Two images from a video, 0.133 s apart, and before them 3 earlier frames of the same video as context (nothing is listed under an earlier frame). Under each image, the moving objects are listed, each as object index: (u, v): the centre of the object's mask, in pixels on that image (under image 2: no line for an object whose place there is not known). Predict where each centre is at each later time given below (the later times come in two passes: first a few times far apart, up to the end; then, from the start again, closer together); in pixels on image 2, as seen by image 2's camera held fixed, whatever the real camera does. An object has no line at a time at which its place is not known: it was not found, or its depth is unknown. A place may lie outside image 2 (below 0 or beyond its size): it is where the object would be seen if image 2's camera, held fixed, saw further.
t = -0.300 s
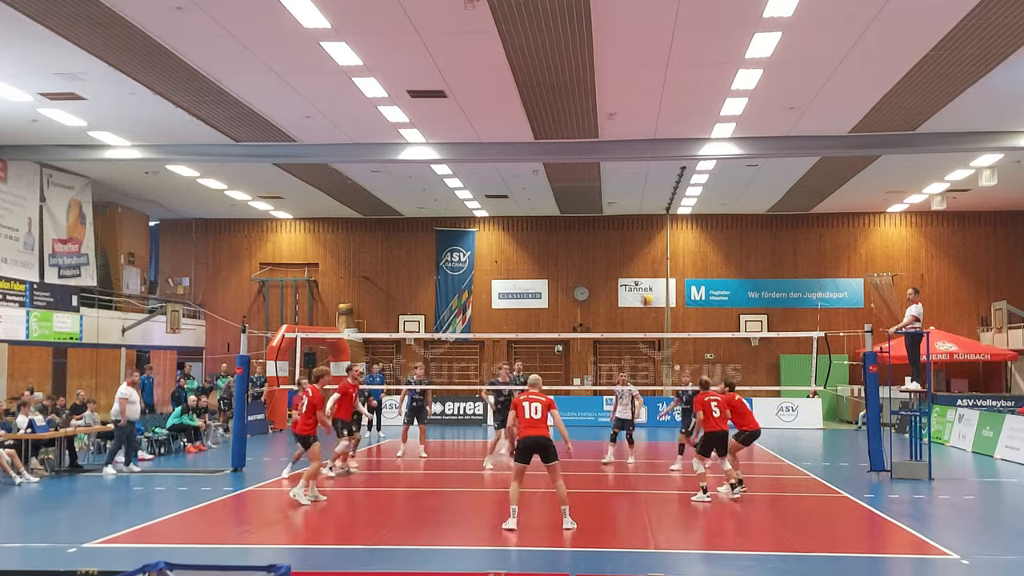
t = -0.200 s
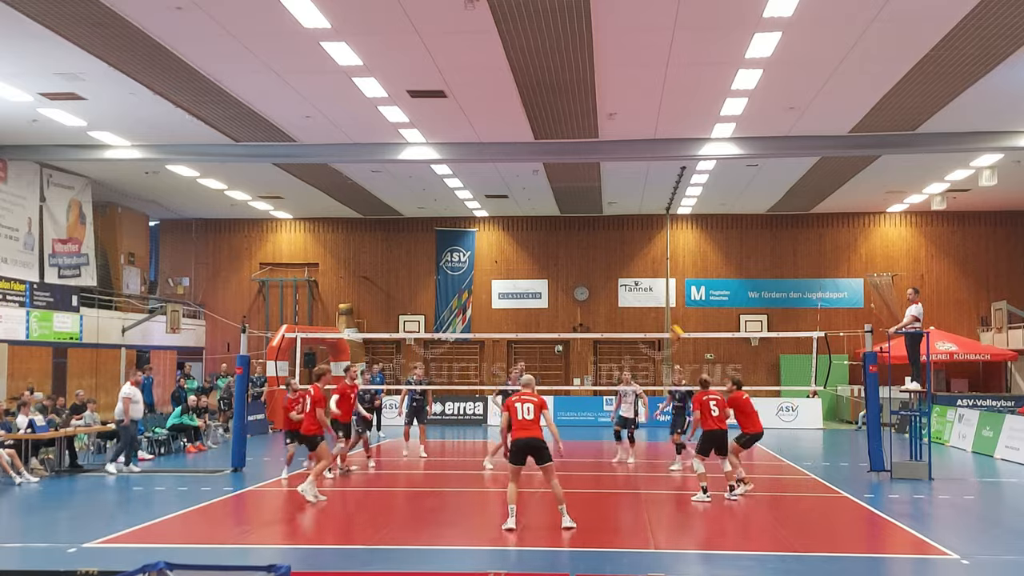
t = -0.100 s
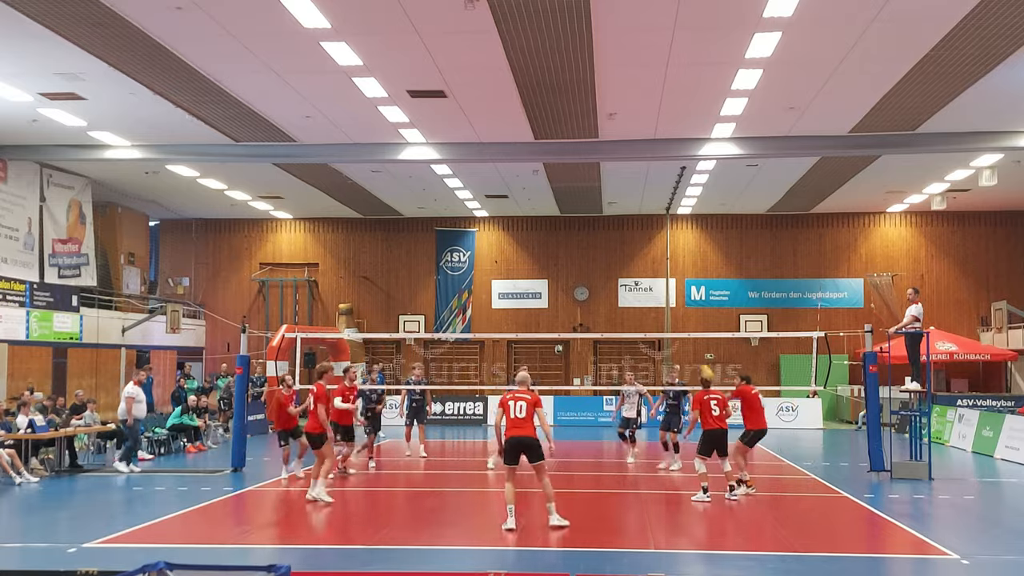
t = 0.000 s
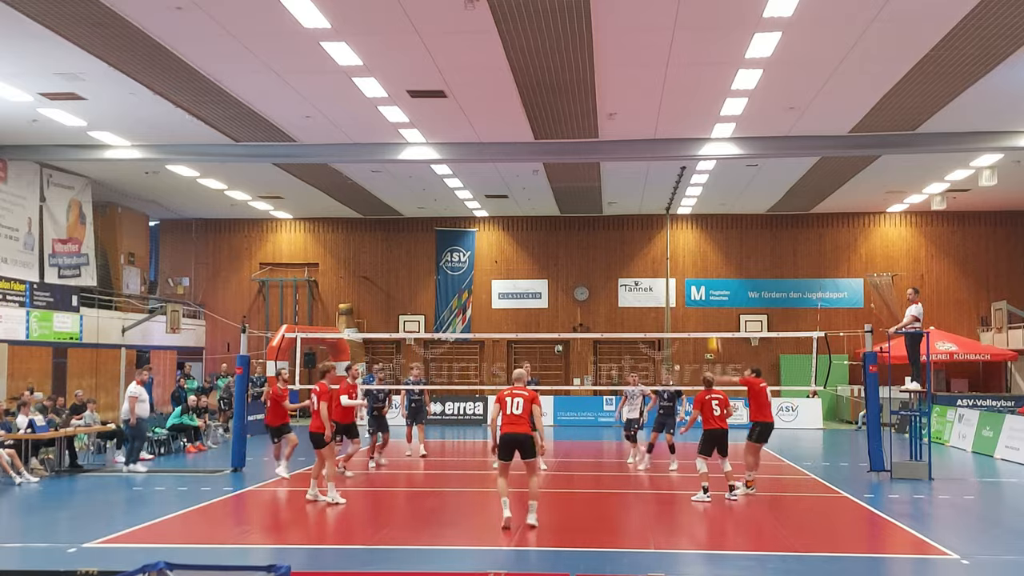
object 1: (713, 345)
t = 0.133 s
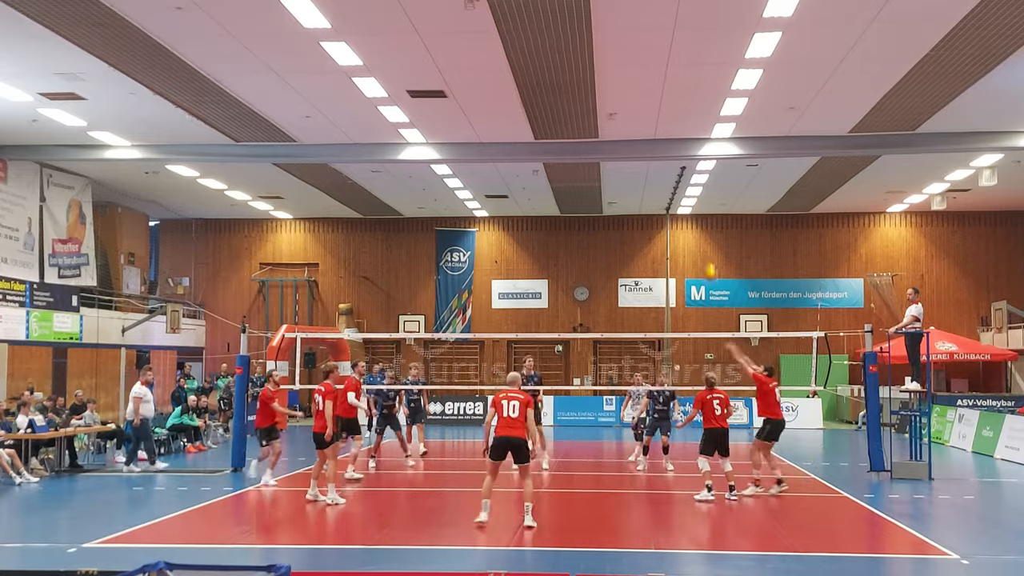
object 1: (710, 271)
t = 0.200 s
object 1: (709, 241)
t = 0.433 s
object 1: (706, 167)
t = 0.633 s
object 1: (704, 132)
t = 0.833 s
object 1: (704, 122)
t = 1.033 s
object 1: (703, 135)
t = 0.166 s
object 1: (709, 256)
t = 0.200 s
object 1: (709, 241)
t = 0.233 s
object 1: (709, 228)
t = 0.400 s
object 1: (706, 175)
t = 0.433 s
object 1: (706, 167)
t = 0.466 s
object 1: (705, 159)
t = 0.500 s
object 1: (704, 154)
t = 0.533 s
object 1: (704, 146)
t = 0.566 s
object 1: (704, 140)
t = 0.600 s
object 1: (704, 135)
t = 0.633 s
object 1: (704, 132)
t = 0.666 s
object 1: (704, 129)
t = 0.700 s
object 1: (704, 126)
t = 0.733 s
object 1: (704, 123)
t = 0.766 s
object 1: (704, 122)
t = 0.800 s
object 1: (704, 122)
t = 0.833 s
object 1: (704, 122)
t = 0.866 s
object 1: (704, 122)
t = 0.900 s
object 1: (703, 123)
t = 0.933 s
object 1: (703, 126)
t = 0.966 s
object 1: (703, 129)
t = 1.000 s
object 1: (703, 132)
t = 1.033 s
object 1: (703, 135)
